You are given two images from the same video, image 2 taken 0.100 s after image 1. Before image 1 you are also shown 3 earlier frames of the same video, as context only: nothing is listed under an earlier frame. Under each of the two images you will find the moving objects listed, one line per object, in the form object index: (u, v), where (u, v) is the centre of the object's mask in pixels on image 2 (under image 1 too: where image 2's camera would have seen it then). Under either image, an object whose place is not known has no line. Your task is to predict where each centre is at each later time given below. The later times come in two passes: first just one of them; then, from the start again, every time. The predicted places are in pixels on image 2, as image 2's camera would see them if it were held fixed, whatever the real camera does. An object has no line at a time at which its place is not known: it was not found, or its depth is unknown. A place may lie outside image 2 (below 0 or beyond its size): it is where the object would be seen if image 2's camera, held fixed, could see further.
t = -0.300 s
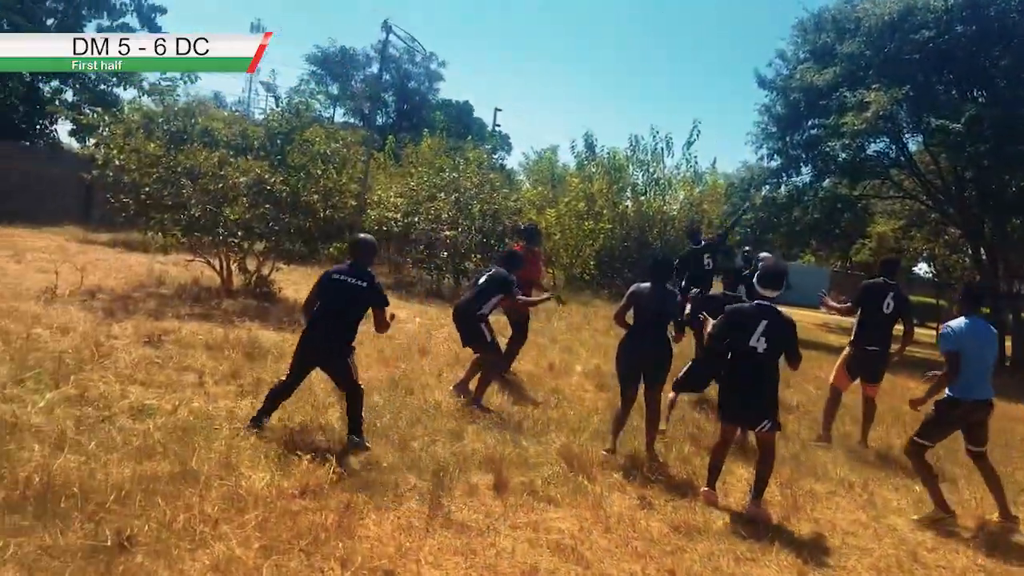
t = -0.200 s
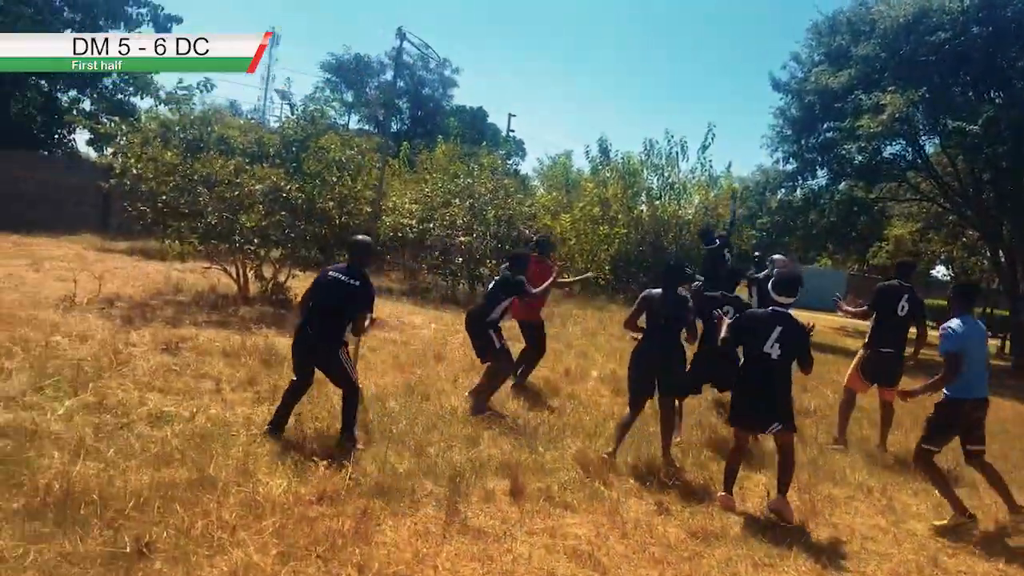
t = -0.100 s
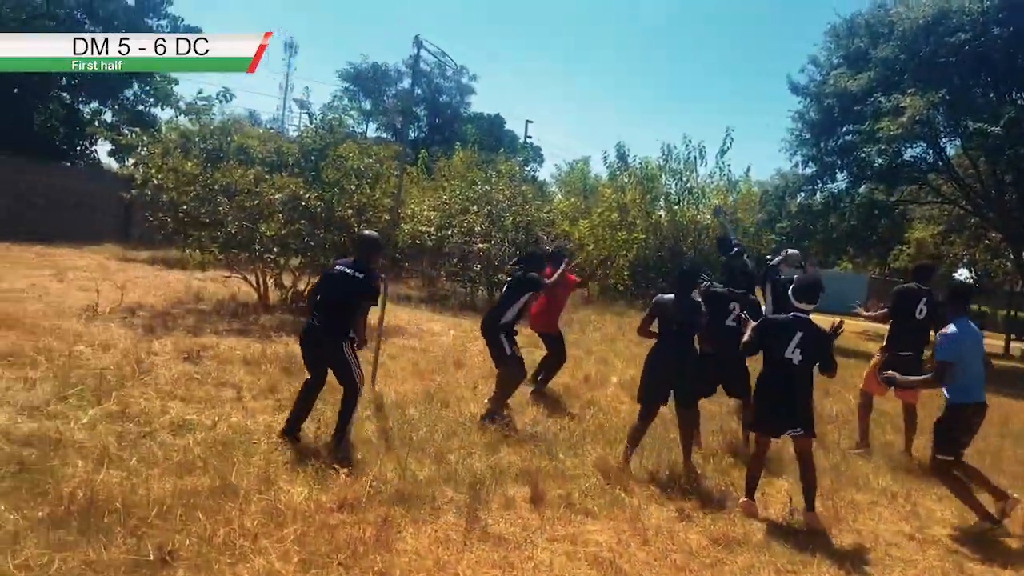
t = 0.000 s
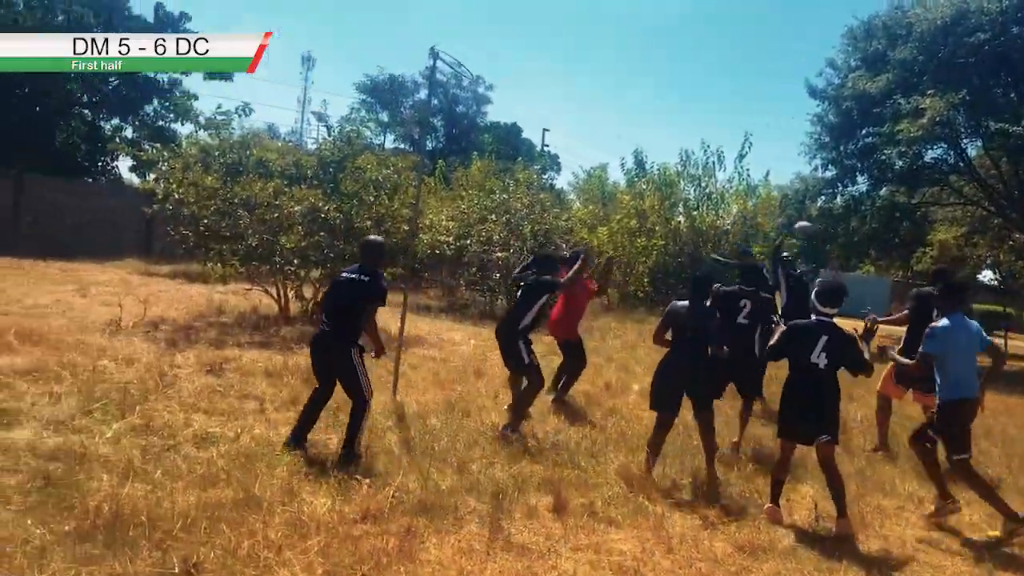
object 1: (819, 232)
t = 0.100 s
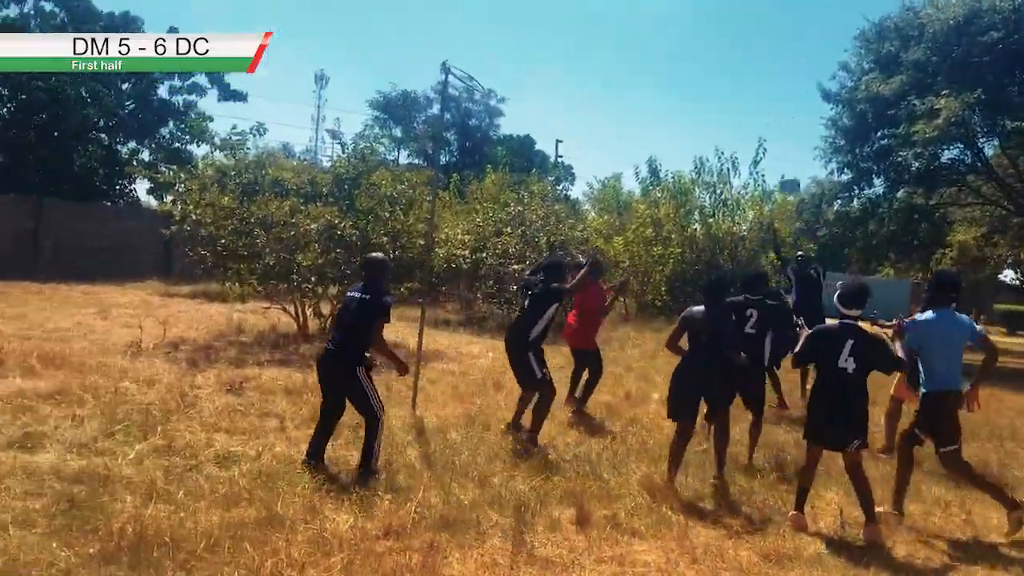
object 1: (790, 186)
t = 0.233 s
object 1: (739, 128)
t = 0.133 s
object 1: (778, 171)
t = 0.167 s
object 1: (765, 155)
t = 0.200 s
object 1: (753, 141)
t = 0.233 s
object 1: (739, 128)
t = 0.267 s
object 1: (725, 115)
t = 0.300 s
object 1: (710, 104)
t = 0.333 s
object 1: (694, 93)
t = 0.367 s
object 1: (678, 83)
